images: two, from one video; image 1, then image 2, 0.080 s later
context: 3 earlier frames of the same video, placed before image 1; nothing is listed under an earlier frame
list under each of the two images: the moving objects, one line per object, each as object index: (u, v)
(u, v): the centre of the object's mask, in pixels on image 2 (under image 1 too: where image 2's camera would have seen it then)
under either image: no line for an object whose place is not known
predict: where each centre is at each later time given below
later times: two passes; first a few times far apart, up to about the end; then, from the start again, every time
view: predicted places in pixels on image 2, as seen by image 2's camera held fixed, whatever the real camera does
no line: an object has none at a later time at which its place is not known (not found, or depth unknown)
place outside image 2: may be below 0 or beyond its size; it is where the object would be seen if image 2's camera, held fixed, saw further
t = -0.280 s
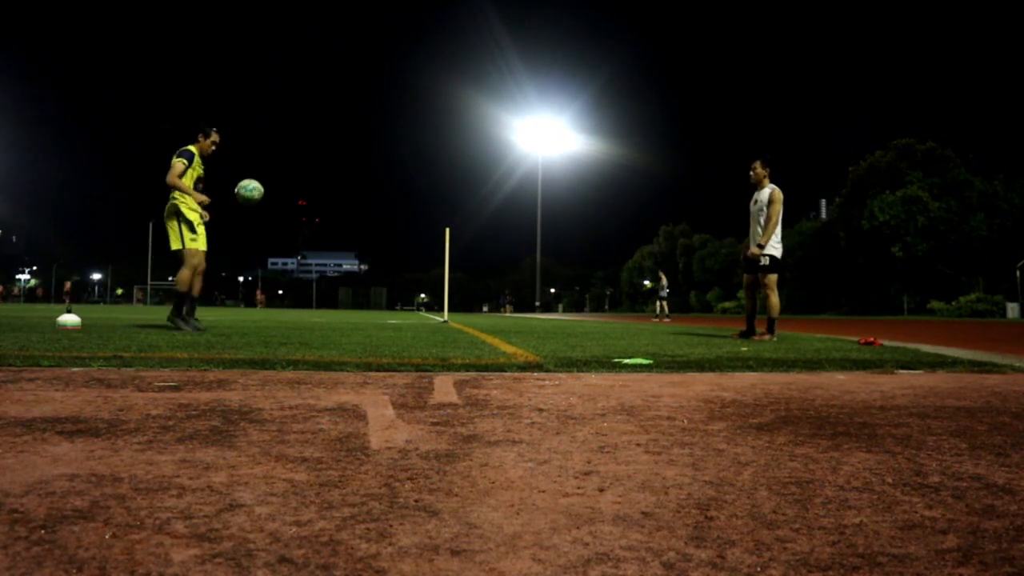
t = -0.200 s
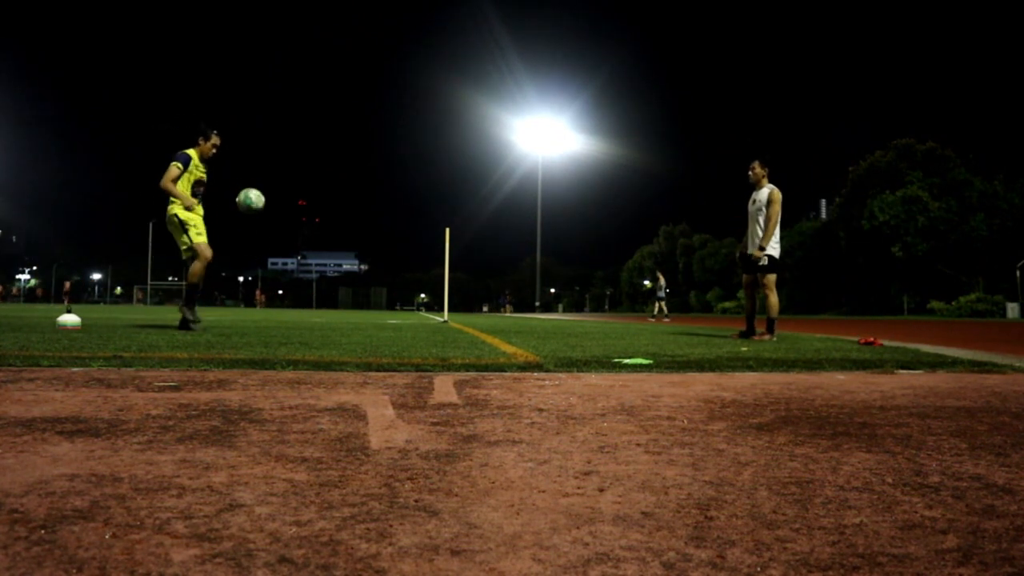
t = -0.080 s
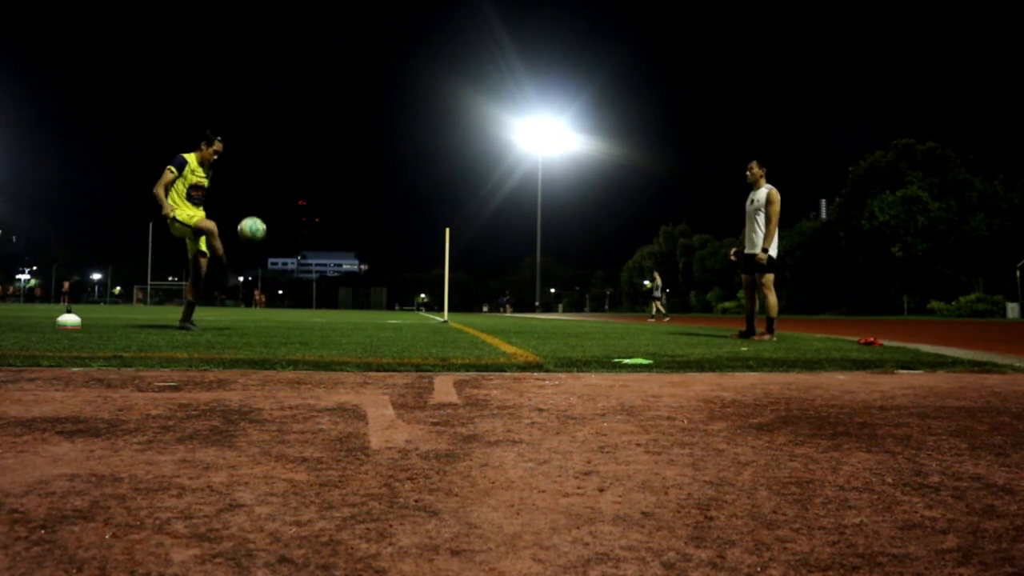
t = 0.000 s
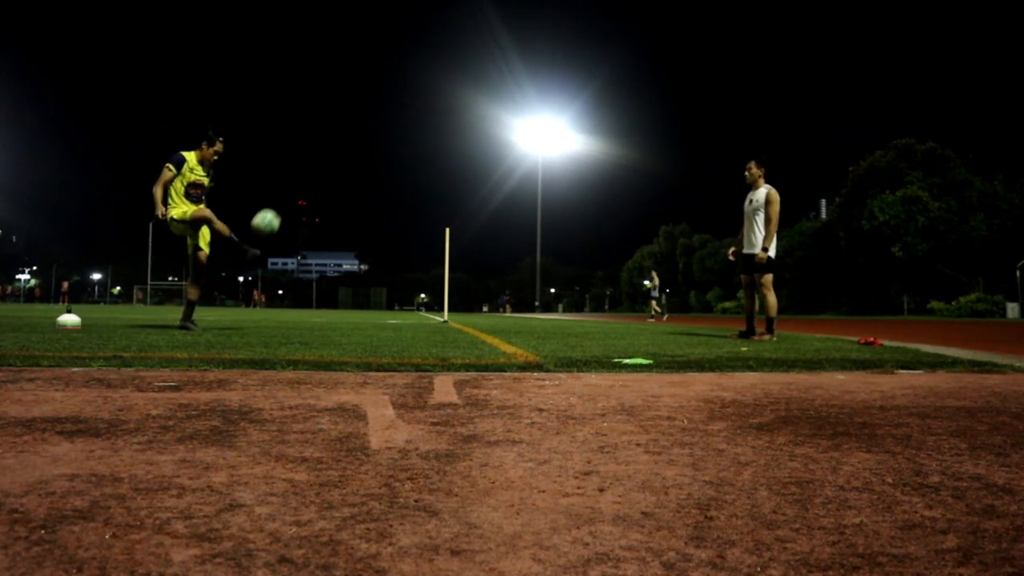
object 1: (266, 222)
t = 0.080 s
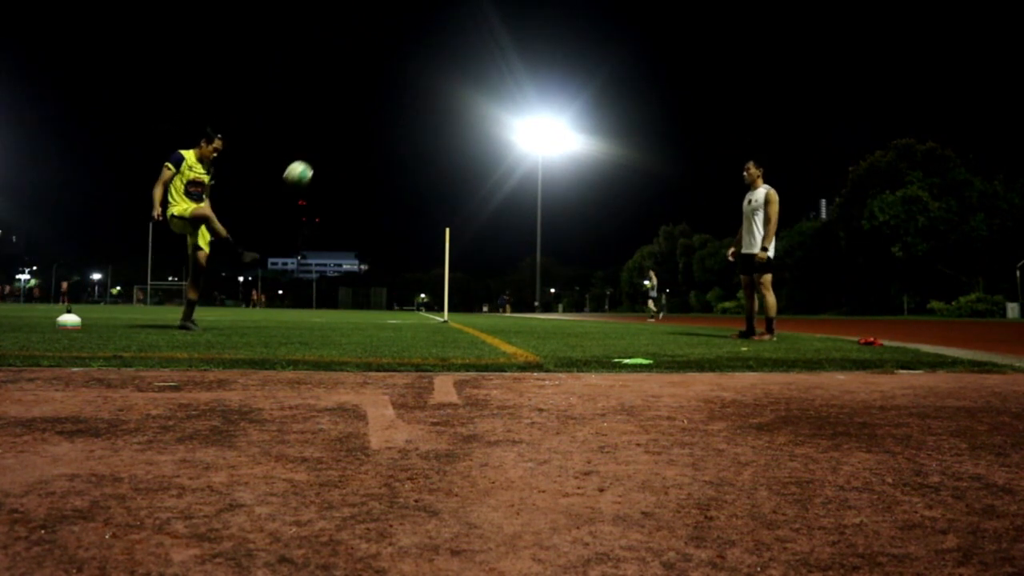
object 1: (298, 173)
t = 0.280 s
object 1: (375, 91)
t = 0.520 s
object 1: (459, 54)
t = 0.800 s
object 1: (548, 84)
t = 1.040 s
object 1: (614, 175)
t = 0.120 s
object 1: (314, 152)
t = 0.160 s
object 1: (330, 134)
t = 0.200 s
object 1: (345, 118)
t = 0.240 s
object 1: (360, 103)
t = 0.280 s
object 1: (375, 91)
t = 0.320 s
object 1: (389, 80)
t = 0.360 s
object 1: (404, 71)
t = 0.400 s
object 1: (418, 64)
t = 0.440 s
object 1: (432, 59)
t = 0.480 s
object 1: (445, 56)
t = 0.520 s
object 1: (459, 54)
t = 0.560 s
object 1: (472, 54)
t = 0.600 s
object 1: (485, 56)
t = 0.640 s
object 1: (497, 59)
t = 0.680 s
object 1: (510, 64)
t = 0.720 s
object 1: (523, 70)
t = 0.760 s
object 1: (535, 77)
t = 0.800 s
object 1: (548, 84)
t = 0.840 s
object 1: (560, 96)
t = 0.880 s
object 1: (572, 108)
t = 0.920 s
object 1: (583, 123)
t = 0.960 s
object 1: (594, 138)
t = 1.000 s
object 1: (606, 156)
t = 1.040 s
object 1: (614, 175)
